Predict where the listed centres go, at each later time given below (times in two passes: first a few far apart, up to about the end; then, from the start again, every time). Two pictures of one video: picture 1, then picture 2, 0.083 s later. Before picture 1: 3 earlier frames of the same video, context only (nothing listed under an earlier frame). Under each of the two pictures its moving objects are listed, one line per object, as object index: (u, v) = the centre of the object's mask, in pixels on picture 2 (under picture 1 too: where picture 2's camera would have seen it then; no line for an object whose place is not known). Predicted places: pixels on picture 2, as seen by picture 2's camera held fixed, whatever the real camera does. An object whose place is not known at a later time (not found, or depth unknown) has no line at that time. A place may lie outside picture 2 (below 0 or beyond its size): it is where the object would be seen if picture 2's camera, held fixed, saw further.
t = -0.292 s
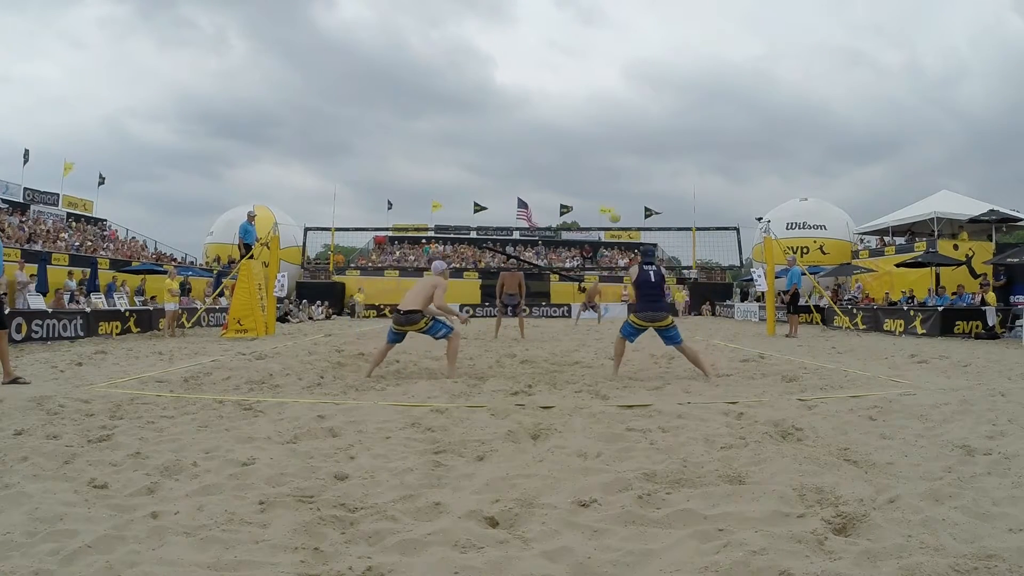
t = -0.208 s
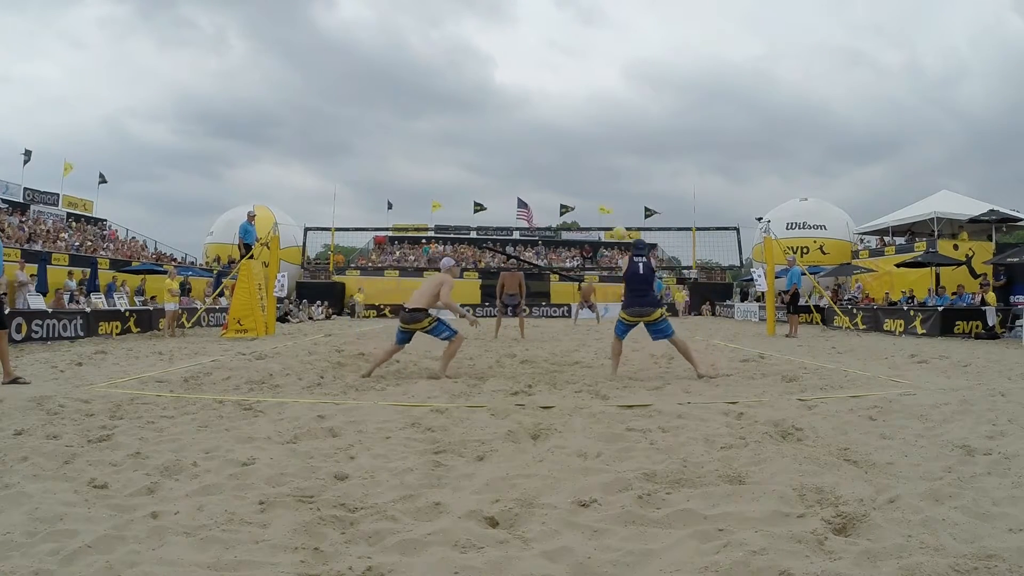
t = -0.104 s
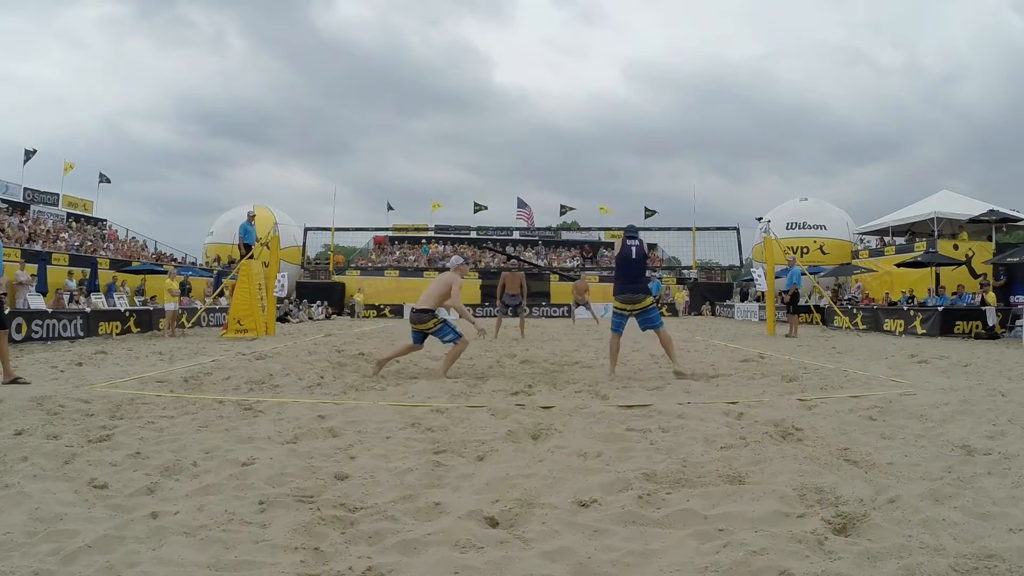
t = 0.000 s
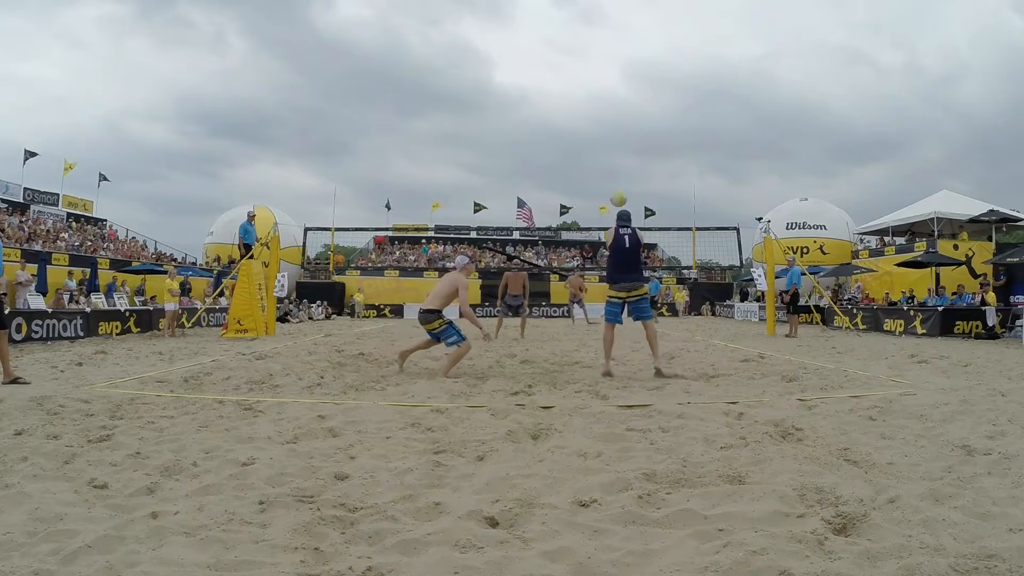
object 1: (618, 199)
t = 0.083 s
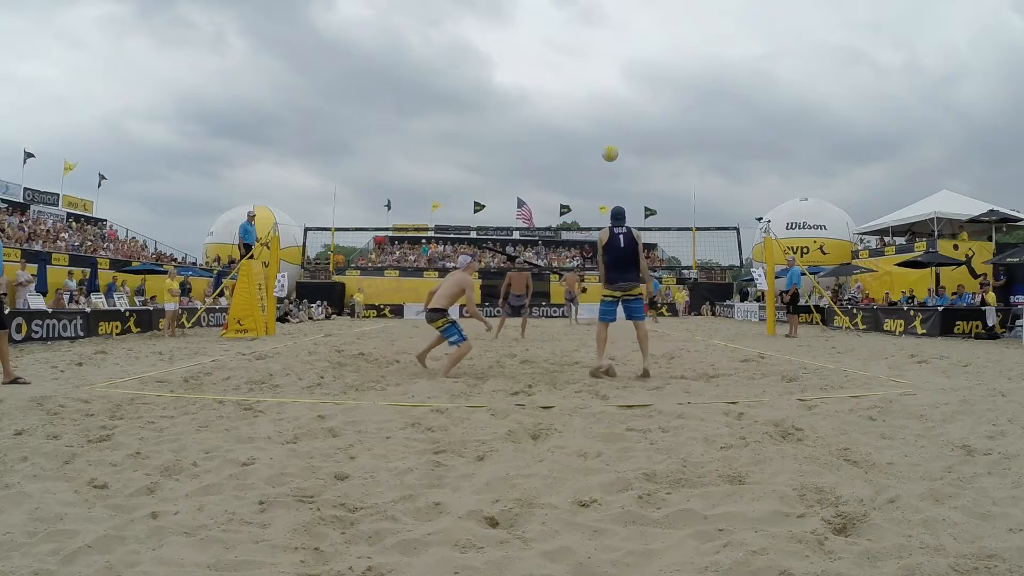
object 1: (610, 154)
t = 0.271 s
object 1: (593, 78)
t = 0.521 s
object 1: (574, 23)
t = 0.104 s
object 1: (608, 144)
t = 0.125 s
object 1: (606, 135)
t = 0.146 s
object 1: (604, 125)
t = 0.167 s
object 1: (602, 116)
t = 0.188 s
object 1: (600, 108)
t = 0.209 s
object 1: (598, 100)
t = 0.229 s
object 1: (596, 92)
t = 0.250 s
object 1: (594, 85)
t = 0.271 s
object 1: (593, 78)
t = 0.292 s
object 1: (591, 72)
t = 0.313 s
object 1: (589, 66)
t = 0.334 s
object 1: (588, 60)
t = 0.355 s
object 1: (586, 55)
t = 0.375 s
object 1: (584, 49)
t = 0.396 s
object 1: (583, 45)
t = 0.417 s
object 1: (581, 40)
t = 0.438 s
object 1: (580, 36)
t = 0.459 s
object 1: (578, 33)
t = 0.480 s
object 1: (577, 29)
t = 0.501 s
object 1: (575, 26)
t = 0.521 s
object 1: (574, 23)
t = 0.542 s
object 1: (572, 20)
